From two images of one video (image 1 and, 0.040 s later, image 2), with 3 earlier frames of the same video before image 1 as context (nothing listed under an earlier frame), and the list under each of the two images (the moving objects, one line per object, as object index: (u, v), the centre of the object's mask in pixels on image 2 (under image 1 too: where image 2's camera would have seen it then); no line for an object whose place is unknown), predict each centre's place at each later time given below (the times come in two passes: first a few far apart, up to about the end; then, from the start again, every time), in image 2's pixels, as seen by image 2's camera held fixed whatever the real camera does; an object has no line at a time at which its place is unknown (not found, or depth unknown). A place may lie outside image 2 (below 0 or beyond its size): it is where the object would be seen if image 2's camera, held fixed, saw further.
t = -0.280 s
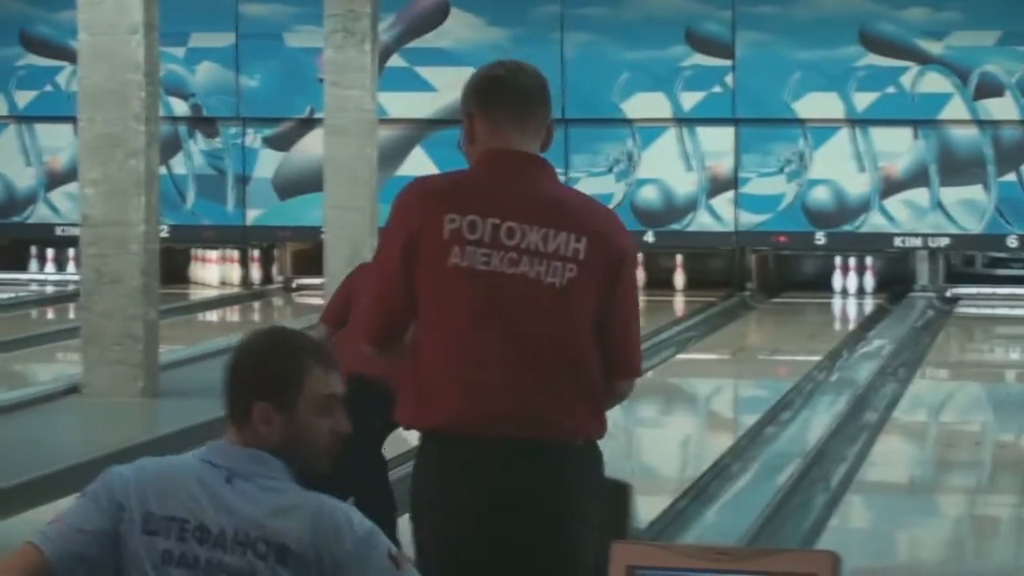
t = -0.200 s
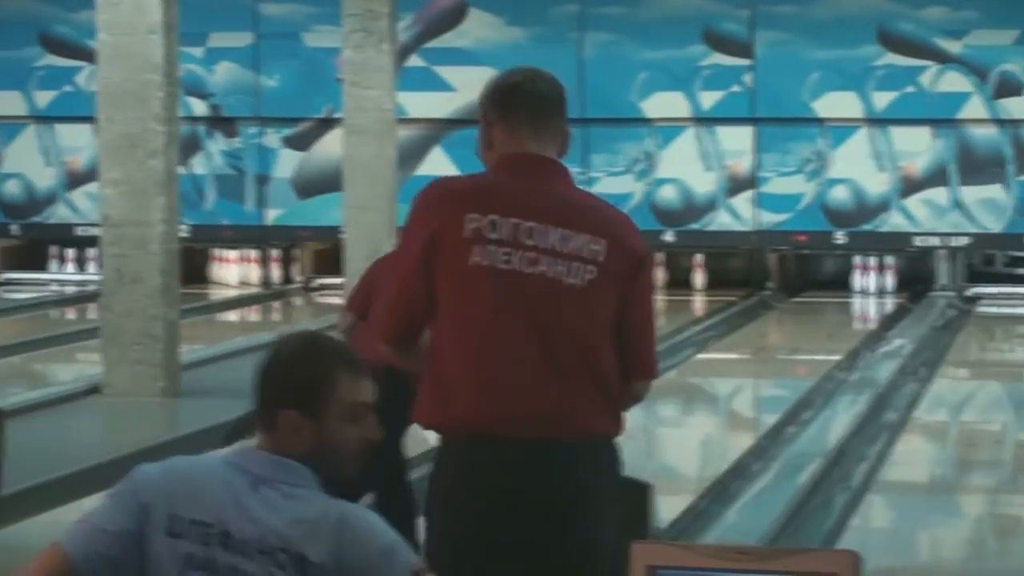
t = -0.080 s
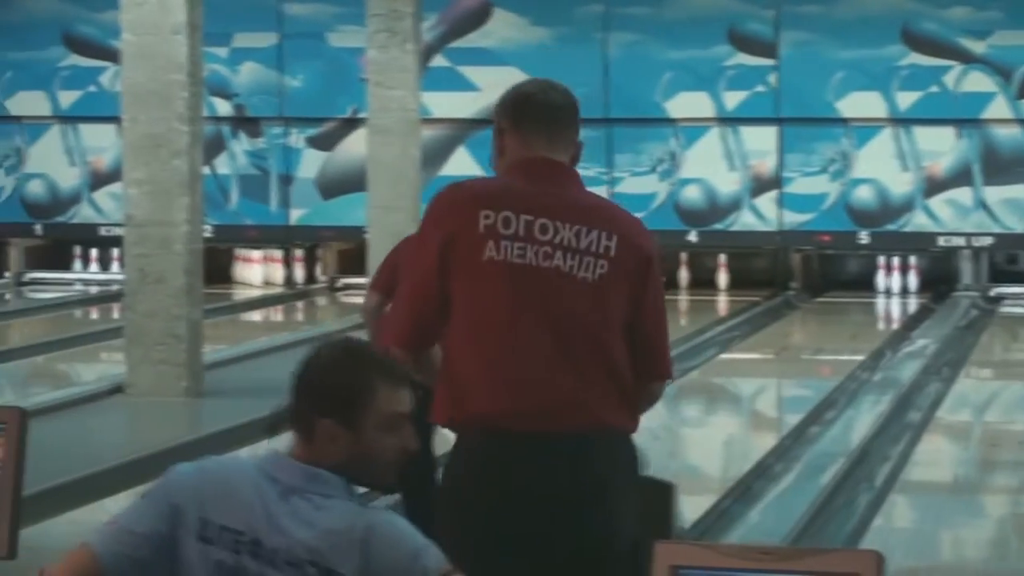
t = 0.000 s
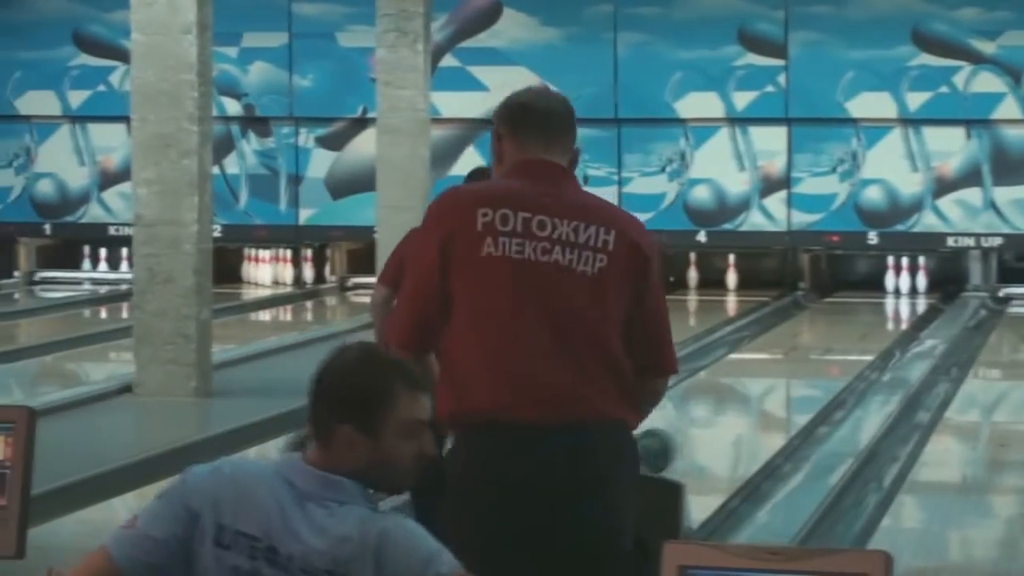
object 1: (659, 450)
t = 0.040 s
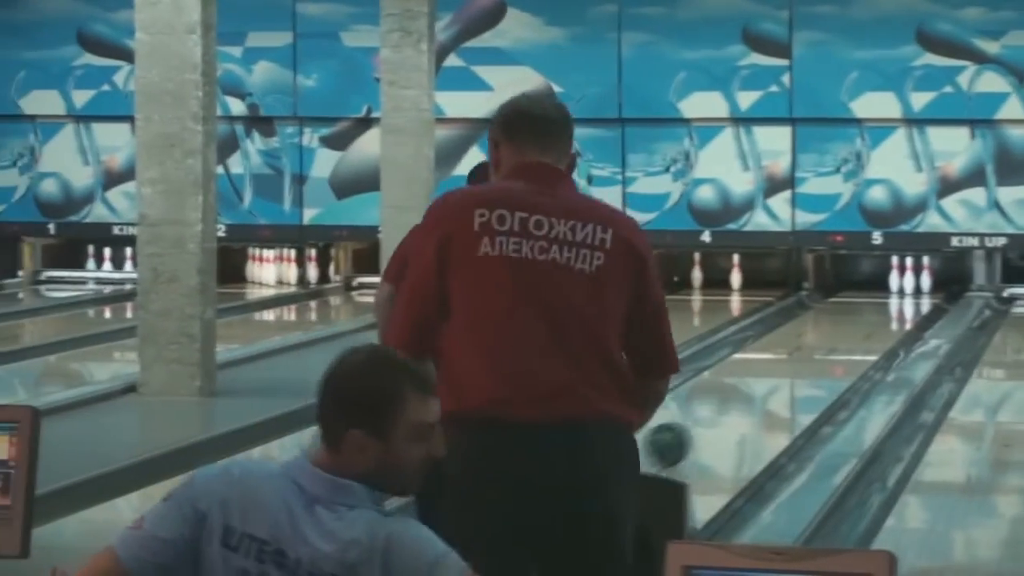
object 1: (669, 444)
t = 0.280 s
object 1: (724, 407)
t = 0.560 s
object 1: (773, 376)
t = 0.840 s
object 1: (812, 350)
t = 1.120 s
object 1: (845, 332)
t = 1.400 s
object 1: (871, 315)
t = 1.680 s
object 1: (892, 302)
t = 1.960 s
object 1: (910, 291)
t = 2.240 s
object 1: (923, 282)
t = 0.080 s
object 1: (678, 438)
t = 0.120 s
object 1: (688, 432)
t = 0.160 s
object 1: (697, 426)
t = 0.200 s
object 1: (706, 419)
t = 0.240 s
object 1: (716, 413)
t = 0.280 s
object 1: (724, 407)
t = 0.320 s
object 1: (732, 403)
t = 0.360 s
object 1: (739, 398)
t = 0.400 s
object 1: (747, 393)
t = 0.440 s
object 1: (754, 389)
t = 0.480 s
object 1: (760, 384)
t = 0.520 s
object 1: (767, 380)
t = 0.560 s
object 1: (773, 376)
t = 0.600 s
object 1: (779, 372)
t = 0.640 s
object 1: (785, 368)
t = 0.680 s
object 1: (791, 364)
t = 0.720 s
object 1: (796, 361)
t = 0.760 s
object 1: (802, 357)
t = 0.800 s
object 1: (807, 354)
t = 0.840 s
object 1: (812, 350)
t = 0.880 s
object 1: (817, 347)
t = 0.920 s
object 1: (822, 344)
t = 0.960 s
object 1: (827, 341)
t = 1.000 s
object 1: (832, 338)
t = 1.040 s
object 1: (836, 336)
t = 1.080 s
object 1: (840, 334)
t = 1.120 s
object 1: (845, 332)
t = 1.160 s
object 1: (849, 328)
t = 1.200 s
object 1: (853, 325)
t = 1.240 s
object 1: (857, 323)
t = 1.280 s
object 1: (861, 322)
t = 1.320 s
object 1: (865, 320)
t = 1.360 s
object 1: (867, 317)
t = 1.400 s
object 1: (871, 315)
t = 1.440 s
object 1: (875, 313)
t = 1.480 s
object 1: (877, 311)
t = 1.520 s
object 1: (881, 308)
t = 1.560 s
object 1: (884, 306)
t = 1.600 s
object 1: (887, 305)
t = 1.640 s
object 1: (889, 304)
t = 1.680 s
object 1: (892, 302)
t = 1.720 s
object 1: (895, 300)
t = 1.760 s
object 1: (897, 299)
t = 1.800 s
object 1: (900, 296)
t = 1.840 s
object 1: (902, 294)
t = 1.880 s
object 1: (905, 293)
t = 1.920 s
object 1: (907, 292)
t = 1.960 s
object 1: (910, 291)
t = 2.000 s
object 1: (912, 289)
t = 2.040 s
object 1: (913, 290)
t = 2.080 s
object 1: (914, 288)
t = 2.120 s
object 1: (918, 286)
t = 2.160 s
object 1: (923, 284)
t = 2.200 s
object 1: (921, 283)
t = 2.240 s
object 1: (923, 282)
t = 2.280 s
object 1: (922, 284)
